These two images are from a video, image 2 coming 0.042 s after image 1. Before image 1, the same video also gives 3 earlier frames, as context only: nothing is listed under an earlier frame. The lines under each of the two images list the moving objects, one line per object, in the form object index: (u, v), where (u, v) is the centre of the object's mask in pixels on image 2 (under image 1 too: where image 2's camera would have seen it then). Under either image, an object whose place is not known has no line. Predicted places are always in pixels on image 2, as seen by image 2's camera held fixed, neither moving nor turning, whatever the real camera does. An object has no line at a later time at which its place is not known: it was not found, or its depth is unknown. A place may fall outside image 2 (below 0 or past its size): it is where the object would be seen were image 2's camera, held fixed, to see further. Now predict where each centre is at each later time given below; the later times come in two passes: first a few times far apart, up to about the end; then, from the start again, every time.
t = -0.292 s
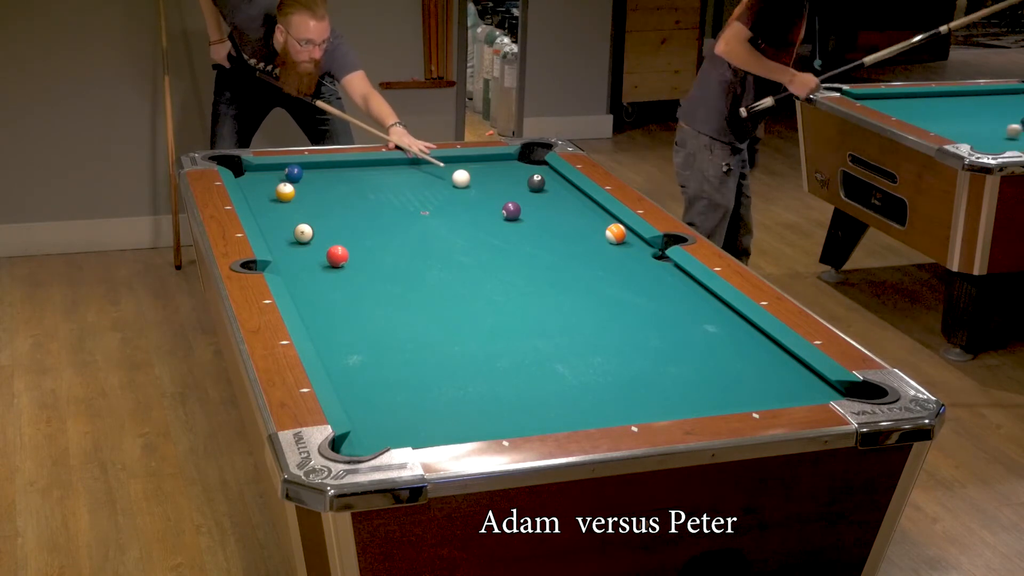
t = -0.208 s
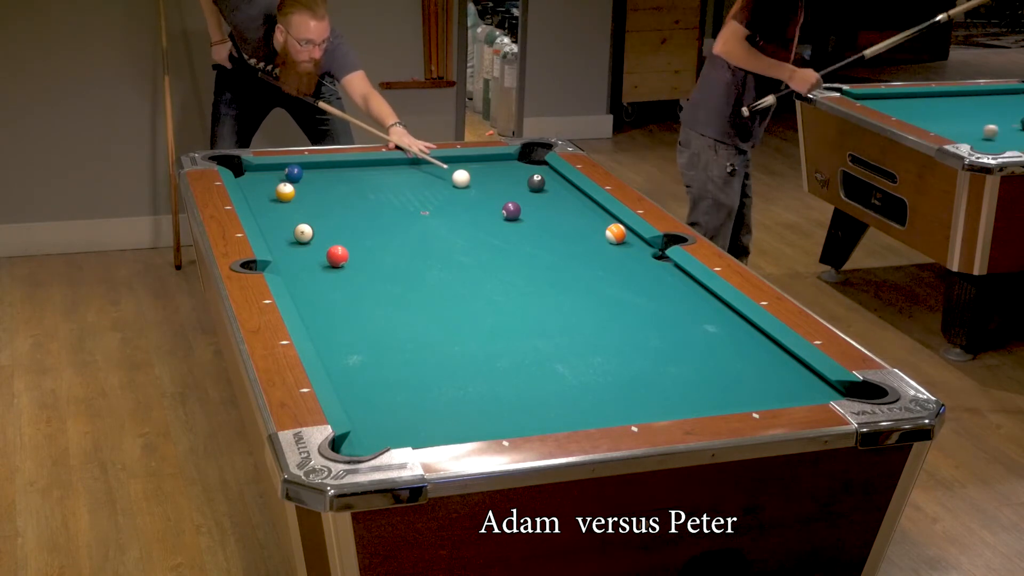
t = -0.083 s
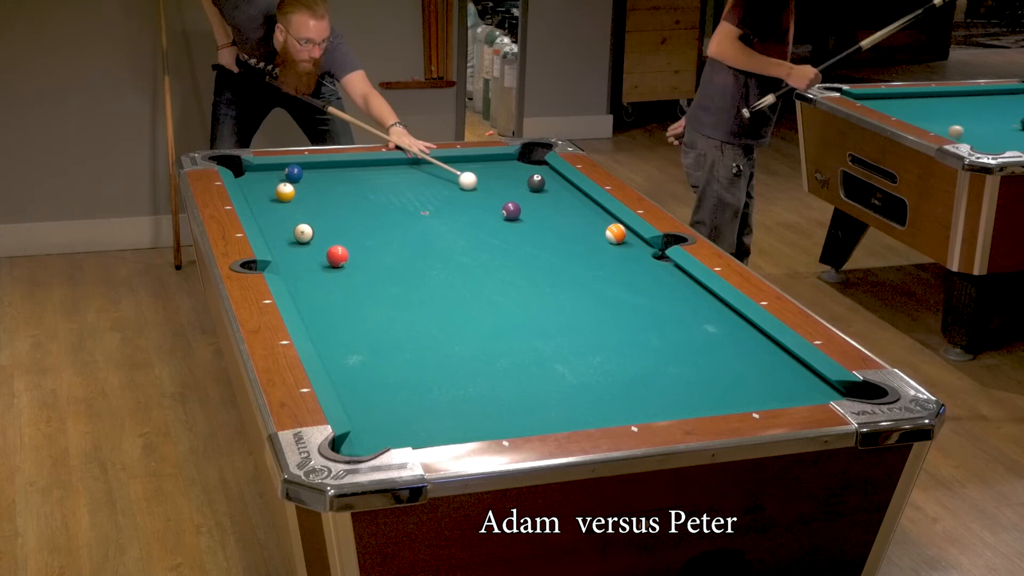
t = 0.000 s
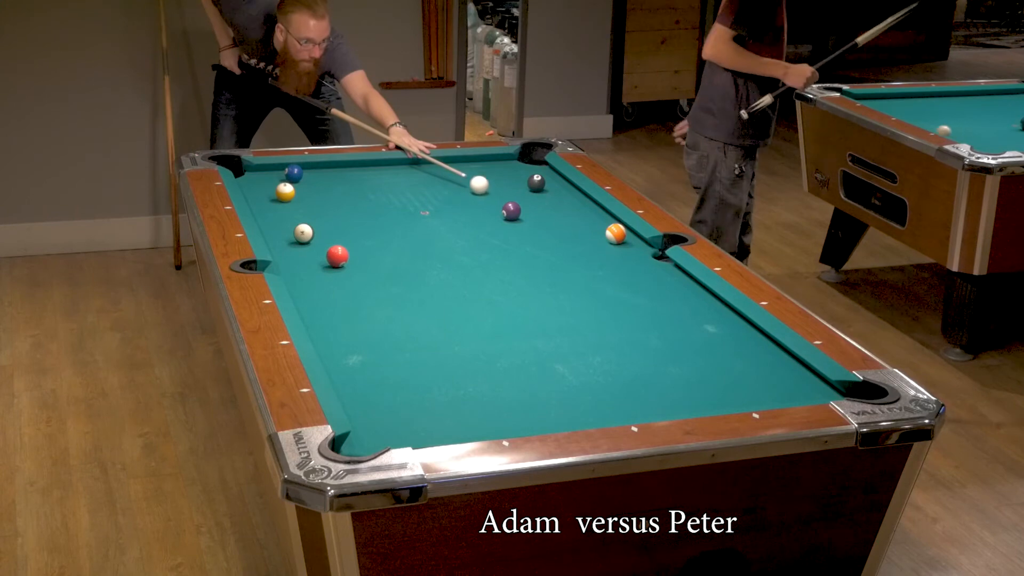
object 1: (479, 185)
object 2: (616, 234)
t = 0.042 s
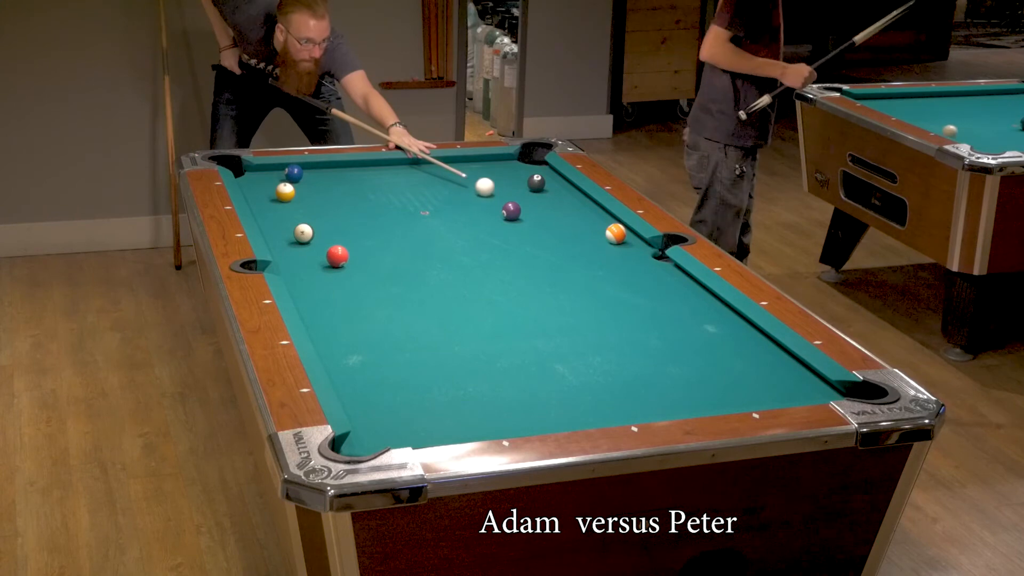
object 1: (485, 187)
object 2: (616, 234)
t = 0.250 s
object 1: (513, 195)
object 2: (616, 234)
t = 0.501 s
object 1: (548, 210)
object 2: (616, 234)
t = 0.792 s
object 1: (590, 225)
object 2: (616, 234)
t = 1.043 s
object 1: (603, 230)
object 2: (634, 240)
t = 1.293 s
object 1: (607, 232)
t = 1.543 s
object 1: (610, 233)
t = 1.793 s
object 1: (611, 234)
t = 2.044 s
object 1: (611, 234)
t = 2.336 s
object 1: (611, 234)
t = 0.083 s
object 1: (490, 189)
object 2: (616, 234)
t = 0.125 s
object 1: (496, 191)
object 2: (616, 234)
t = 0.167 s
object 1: (502, 193)
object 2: (616, 234)
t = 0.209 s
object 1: (507, 194)
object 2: (616, 234)
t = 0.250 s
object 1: (513, 195)
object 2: (616, 234)
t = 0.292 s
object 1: (520, 198)
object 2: (616, 234)
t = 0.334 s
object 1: (525, 201)
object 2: (616, 234)
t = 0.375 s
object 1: (531, 203)
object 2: (616, 234)
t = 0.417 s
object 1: (537, 206)
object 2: (616, 234)
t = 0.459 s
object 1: (543, 208)
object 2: (616, 234)
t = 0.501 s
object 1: (548, 210)
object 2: (616, 234)
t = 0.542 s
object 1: (554, 212)
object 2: (616, 234)
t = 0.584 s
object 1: (560, 214)
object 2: (616, 234)
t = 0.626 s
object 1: (566, 216)
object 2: (616, 234)
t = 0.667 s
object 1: (572, 218)
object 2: (616, 234)
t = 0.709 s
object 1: (578, 220)
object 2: (616, 234)
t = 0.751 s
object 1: (584, 223)
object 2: (616, 234)
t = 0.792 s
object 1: (590, 225)
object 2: (616, 234)
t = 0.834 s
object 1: (596, 227)
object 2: (616, 234)
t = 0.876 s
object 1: (600, 228)
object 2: (618, 234)
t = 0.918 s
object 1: (601, 229)
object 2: (623, 236)
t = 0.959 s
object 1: (602, 230)
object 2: (626, 237)
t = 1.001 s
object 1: (602, 230)
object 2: (630, 238)
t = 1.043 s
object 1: (603, 230)
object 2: (634, 240)
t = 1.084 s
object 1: (604, 231)
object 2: (637, 241)
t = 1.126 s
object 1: (604, 231)
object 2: (640, 242)
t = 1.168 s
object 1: (605, 231)
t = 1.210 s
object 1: (606, 232)
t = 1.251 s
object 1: (606, 232)
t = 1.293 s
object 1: (607, 232)
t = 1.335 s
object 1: (608, 232)
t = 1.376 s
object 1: (608, 233)
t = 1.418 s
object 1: (609, 233)
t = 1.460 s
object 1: (609, 233)
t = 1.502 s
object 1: (610, 233)
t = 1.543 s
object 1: (610, 233)
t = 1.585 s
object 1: (610, 234)
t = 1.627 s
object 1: (611, 234)
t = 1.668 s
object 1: (611, 234)
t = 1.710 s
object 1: (611, 234)
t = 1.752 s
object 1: (611, 234)
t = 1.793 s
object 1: (611, 234)
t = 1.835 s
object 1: (611, 234)
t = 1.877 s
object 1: (611, 234)
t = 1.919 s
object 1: (611, 234)
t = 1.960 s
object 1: (611, 234)
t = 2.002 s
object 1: (611, 234)
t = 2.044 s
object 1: (611, 234)
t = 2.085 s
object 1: (611, 234)
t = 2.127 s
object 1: (611, 234)
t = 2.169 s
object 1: (611, 234)
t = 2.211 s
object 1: (611, 234)
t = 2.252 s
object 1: (611, 234)
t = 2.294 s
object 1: (611, 234)
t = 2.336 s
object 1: (611, 234)
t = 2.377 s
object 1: (611, 234)
